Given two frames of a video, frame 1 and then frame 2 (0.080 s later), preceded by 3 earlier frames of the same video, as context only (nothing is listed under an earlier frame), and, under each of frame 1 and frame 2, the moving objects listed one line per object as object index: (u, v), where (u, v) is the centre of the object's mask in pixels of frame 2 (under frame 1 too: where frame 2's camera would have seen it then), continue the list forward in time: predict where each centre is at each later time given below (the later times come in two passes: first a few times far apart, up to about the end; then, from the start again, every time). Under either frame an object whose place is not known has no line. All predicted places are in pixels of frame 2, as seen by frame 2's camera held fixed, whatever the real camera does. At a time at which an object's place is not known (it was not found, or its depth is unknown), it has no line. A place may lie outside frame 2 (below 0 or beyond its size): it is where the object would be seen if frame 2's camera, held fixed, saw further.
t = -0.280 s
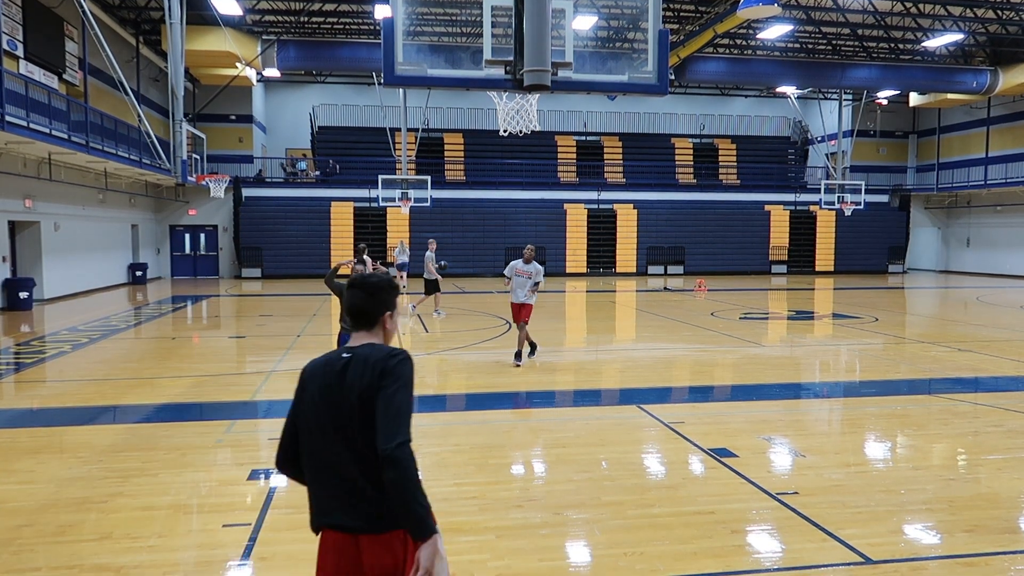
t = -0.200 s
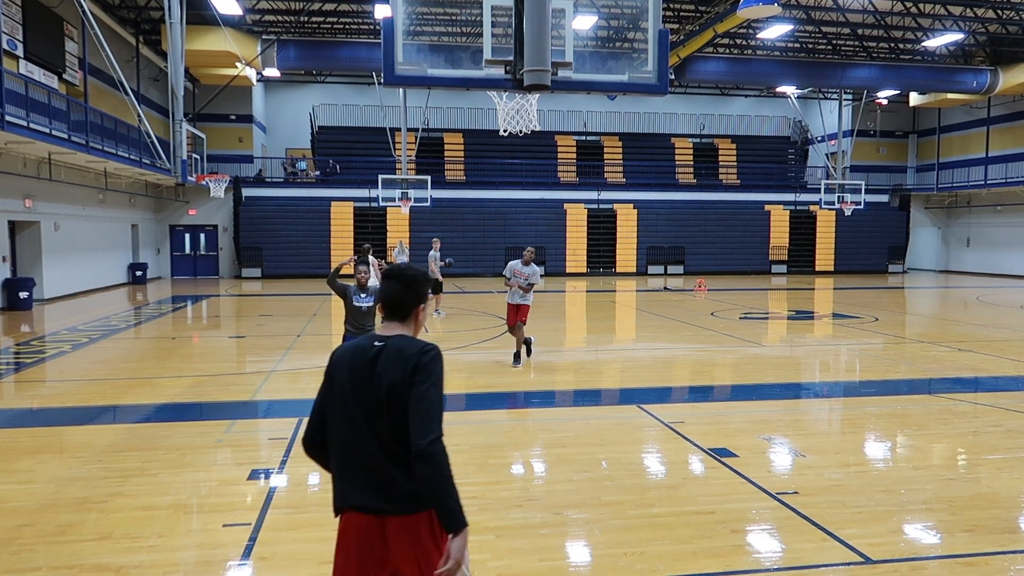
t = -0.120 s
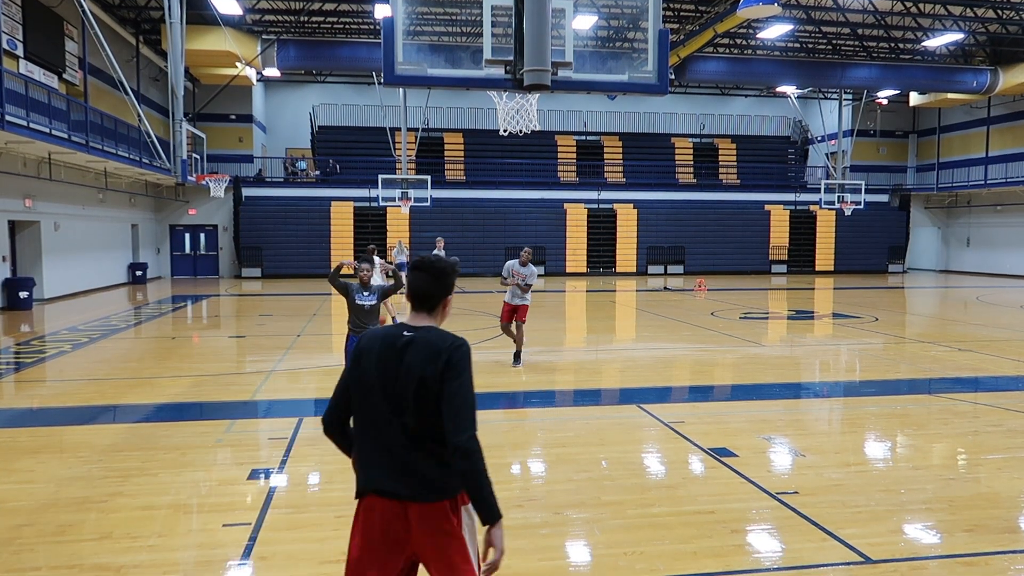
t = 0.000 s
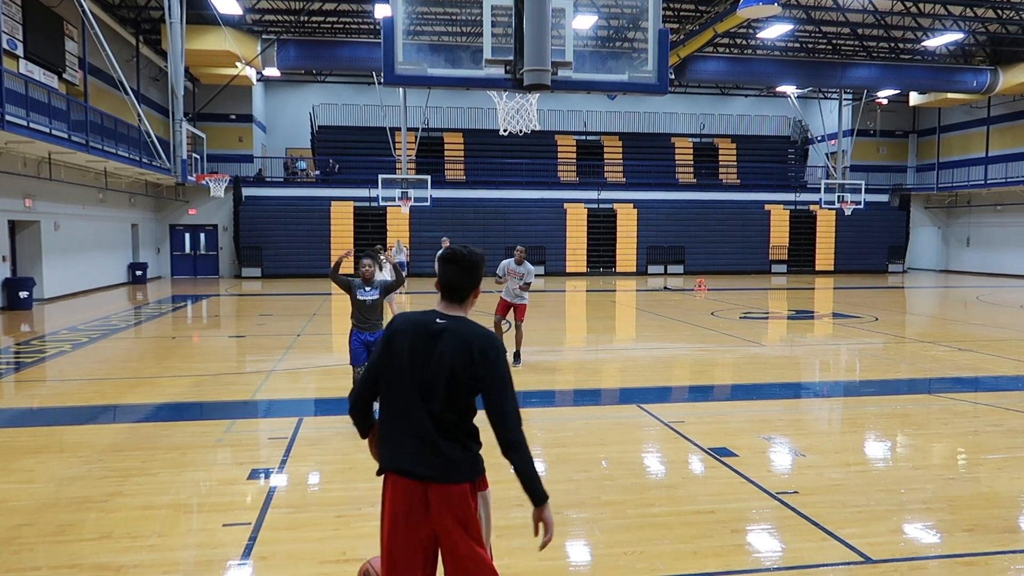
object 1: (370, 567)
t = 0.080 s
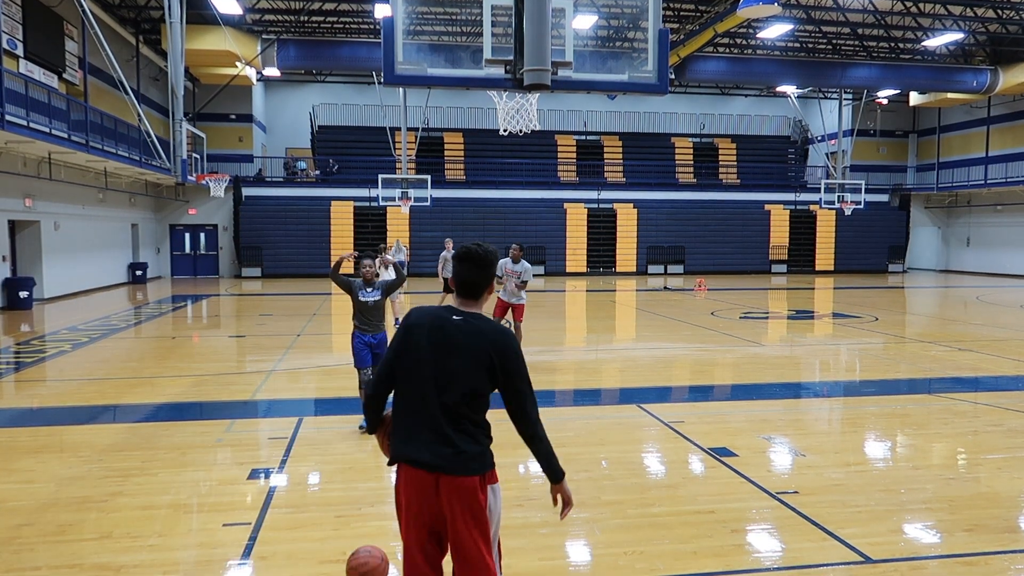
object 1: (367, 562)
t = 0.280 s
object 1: (342, 544)
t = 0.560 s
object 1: (312, 516)
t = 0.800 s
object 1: (291, 495)
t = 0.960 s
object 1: (278, 484)
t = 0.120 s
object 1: (362, 560)
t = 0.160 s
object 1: (356, 557)
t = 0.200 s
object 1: (351, 553)
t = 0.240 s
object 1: (346, 550)
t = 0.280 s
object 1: (342, 544)
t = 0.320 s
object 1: (337, 540)
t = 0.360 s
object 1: (333, 535)
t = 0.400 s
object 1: (328, 531)
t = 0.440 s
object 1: (324, 527)
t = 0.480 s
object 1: (320, 523)
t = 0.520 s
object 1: (316, 519)
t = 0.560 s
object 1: (312, 516)
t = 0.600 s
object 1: (308, 512)
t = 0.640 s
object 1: (305, 509)
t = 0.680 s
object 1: (301, 505)
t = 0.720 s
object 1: (298, 502)
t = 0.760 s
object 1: (294, 498)
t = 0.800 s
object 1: (291, 495)
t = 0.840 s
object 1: (288, 492)
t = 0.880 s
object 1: (285, 489)
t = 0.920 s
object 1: (282, 486)
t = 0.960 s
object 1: (278, 484)
